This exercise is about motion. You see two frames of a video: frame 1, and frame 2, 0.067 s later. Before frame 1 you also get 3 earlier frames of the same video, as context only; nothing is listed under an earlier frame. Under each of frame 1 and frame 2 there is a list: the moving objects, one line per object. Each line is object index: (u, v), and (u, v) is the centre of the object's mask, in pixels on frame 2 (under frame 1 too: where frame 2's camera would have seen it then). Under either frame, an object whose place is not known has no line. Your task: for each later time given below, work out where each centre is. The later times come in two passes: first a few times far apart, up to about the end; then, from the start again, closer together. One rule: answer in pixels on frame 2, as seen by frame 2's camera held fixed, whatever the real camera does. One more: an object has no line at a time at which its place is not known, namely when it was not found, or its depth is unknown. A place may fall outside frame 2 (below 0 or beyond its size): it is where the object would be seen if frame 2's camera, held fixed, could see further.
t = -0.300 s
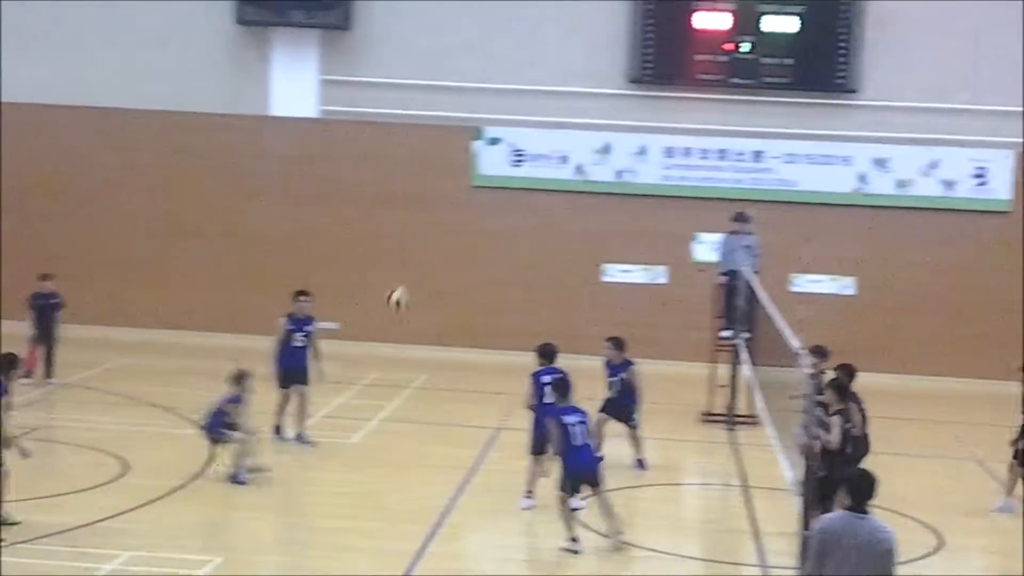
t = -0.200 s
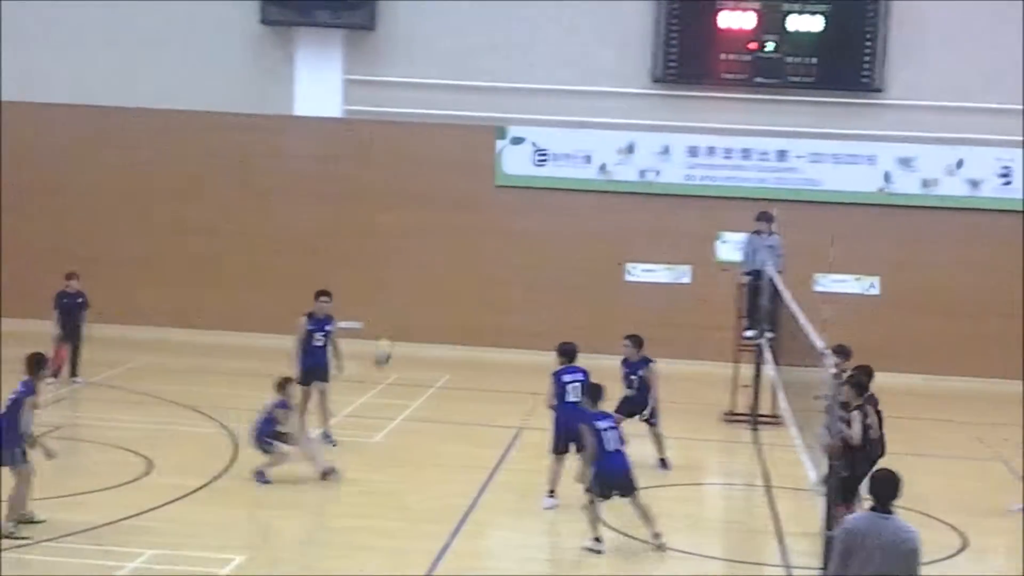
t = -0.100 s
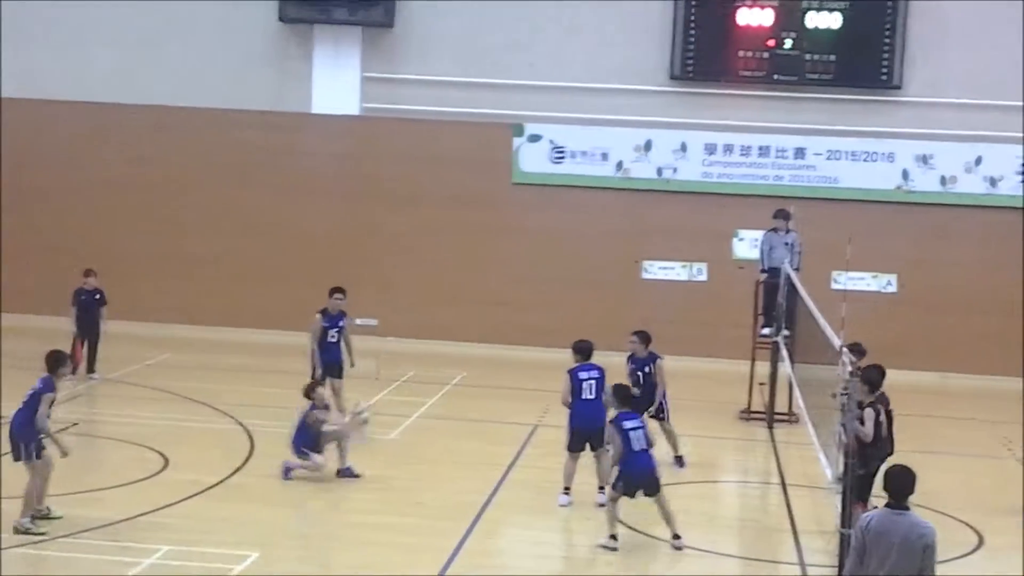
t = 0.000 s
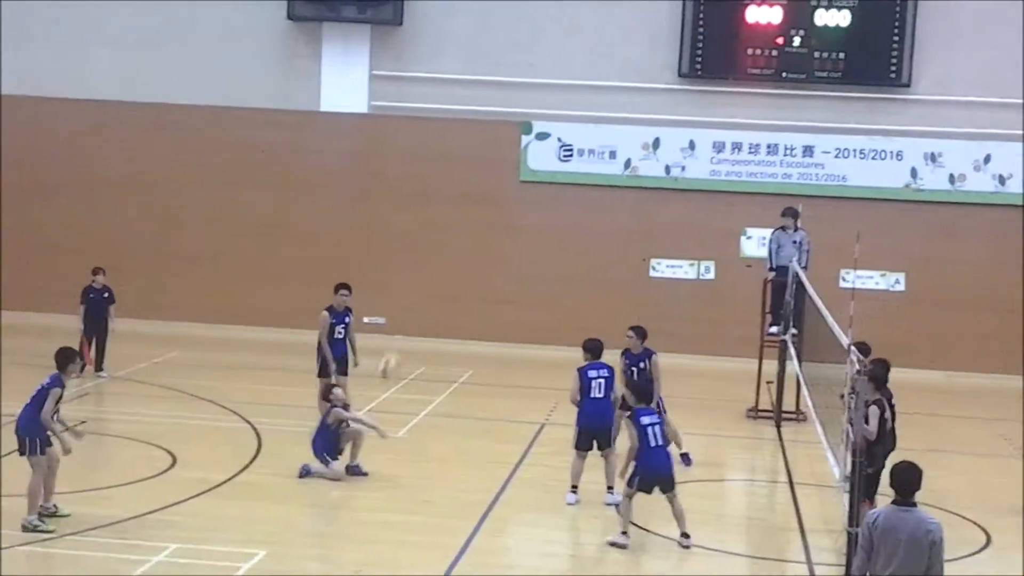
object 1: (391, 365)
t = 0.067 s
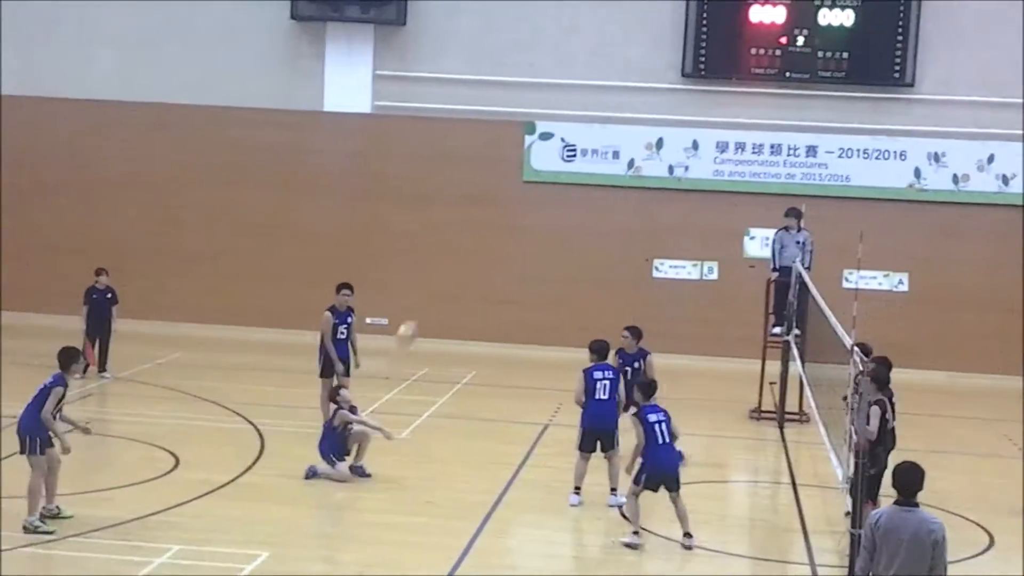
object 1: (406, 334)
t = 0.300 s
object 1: (461, 245)
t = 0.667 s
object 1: (544, 213)
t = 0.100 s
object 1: (414, 315)
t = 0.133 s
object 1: (424, 302)
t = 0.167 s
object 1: (429, 290)
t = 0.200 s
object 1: (436, 279)
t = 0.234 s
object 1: (445, 265)
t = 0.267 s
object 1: (455, 254)
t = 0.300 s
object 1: (461, 245)
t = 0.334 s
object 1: (470, 237)
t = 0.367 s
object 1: (477, 231)
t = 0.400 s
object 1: (485, 224)
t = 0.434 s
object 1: (491, 218)
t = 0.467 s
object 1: (500, 215)
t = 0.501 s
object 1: (507, 212)
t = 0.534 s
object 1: (514, 210)
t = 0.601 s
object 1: (528, 210)
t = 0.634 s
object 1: (537, 211)
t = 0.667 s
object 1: (544, 213)
